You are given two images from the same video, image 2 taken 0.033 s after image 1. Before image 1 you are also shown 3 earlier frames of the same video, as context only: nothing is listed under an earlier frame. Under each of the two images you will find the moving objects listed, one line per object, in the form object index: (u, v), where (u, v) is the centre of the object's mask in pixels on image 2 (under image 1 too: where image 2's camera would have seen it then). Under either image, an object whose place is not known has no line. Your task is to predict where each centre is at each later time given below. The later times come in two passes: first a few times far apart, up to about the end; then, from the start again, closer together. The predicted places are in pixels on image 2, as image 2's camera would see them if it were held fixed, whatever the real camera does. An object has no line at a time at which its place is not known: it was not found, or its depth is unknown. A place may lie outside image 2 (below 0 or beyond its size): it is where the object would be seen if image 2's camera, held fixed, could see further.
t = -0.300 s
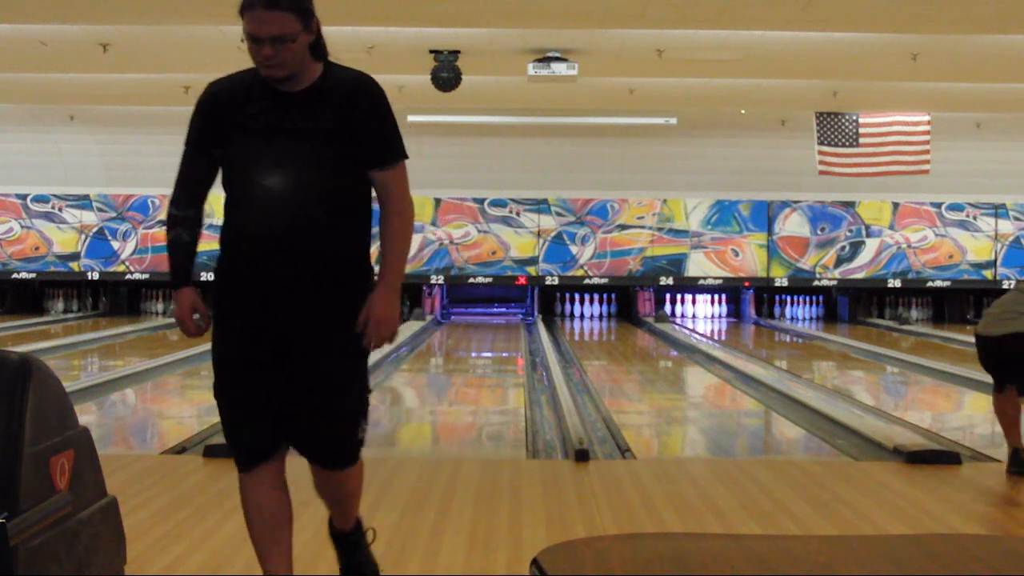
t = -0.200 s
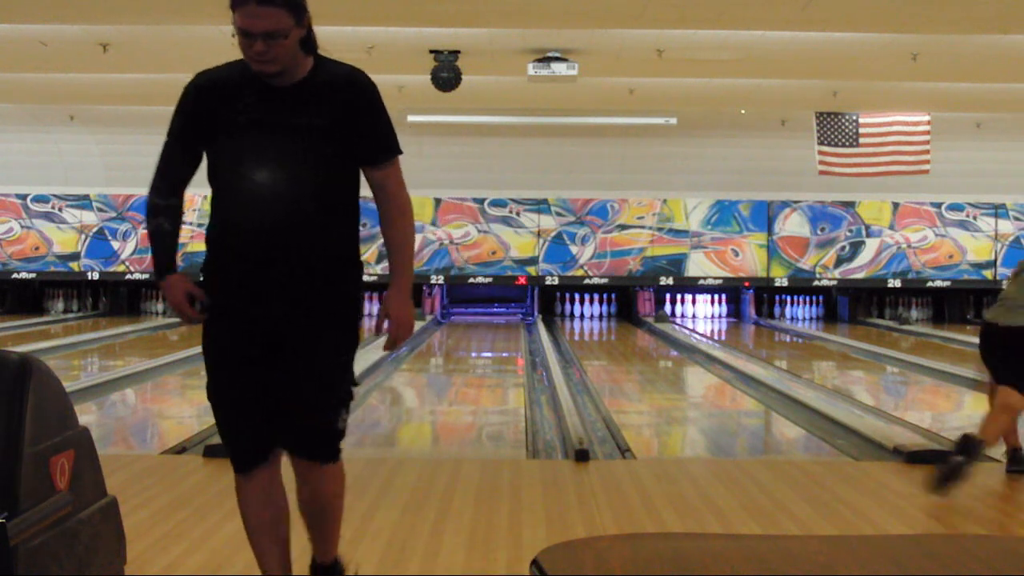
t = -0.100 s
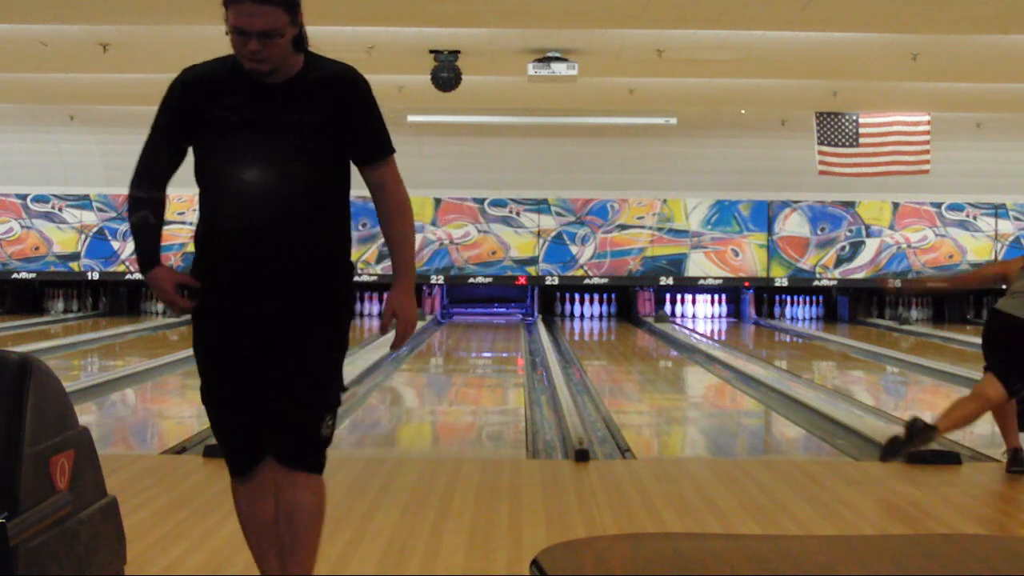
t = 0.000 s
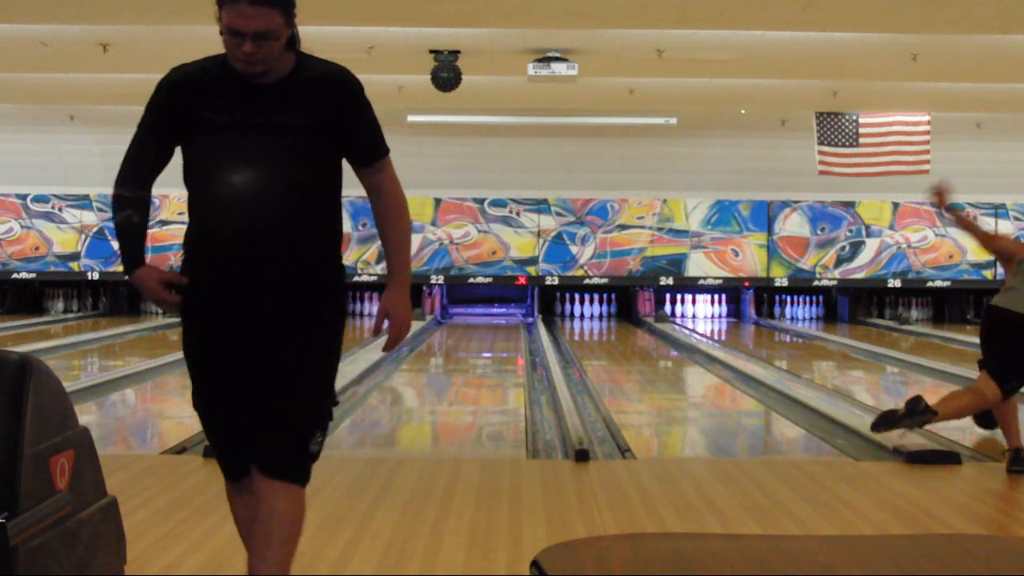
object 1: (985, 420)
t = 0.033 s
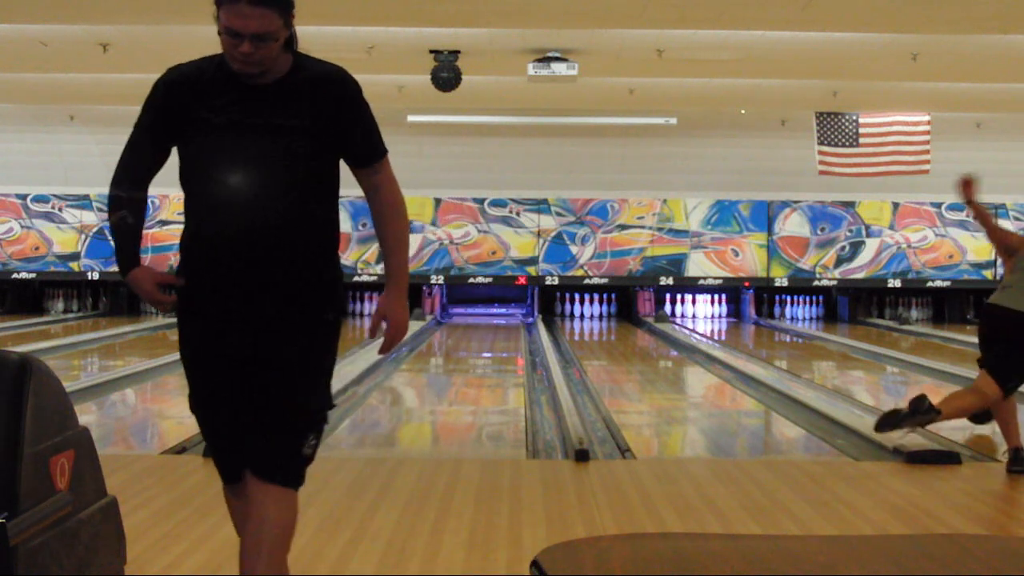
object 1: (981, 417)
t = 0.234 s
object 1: (933, 391)
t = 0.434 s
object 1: (896, 377)
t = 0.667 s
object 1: (862, 362)
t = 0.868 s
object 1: (838, 353)
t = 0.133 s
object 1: (950, 395)
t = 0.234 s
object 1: (933, 391)
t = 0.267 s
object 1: (926, 389)
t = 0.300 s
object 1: (920, 386)
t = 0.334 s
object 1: (914, 384)
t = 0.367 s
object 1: (908, 381)
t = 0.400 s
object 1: (902, 379)
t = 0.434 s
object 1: (896, 377)
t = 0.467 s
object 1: (891, 375)
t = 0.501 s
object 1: (885, 373)
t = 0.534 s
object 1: (880, 371)
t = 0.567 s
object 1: (875, 369)
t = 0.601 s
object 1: (871, 366)
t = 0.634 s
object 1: (866, 365)
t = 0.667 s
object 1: (862, 362)
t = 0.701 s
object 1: (857, 361)
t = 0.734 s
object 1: (853, 359)
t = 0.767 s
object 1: (849, 358)
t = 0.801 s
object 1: (845, 356)
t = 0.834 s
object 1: (841, 355)
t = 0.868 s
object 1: (838, 353)
